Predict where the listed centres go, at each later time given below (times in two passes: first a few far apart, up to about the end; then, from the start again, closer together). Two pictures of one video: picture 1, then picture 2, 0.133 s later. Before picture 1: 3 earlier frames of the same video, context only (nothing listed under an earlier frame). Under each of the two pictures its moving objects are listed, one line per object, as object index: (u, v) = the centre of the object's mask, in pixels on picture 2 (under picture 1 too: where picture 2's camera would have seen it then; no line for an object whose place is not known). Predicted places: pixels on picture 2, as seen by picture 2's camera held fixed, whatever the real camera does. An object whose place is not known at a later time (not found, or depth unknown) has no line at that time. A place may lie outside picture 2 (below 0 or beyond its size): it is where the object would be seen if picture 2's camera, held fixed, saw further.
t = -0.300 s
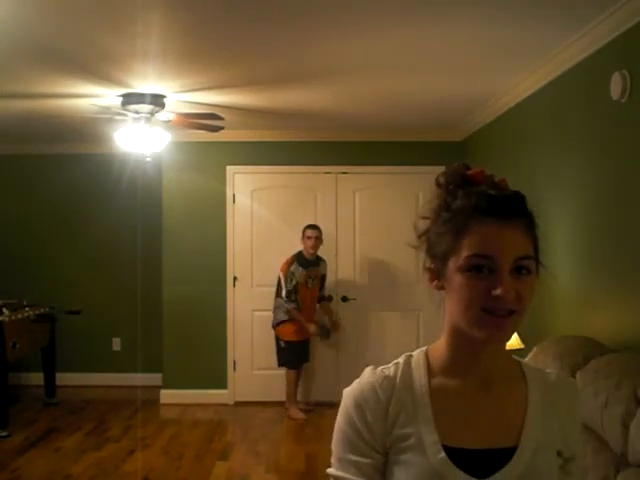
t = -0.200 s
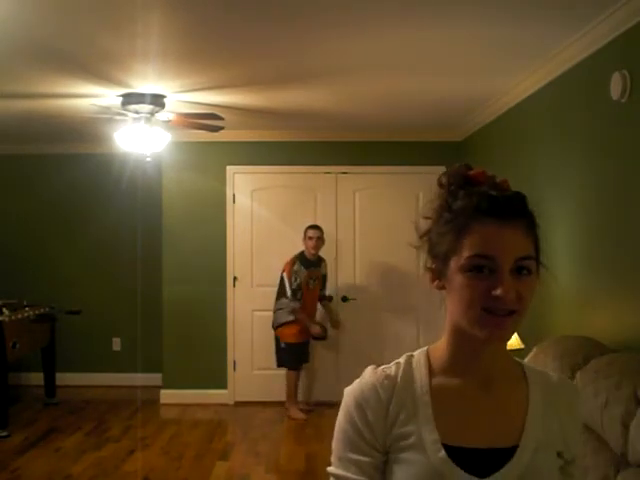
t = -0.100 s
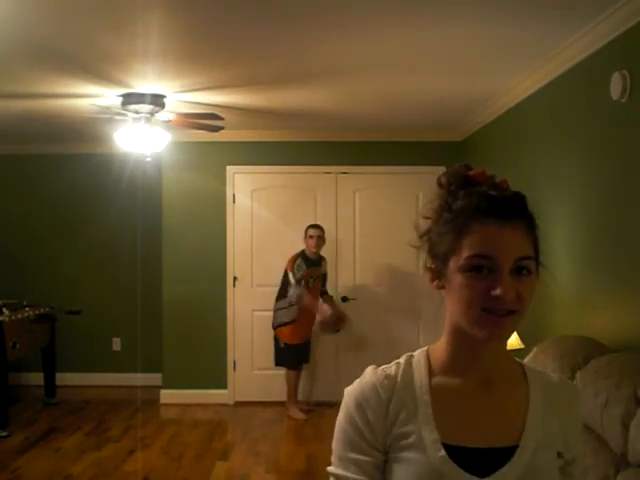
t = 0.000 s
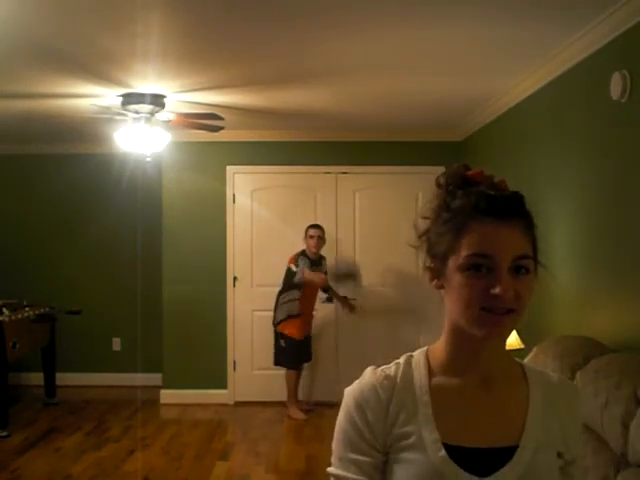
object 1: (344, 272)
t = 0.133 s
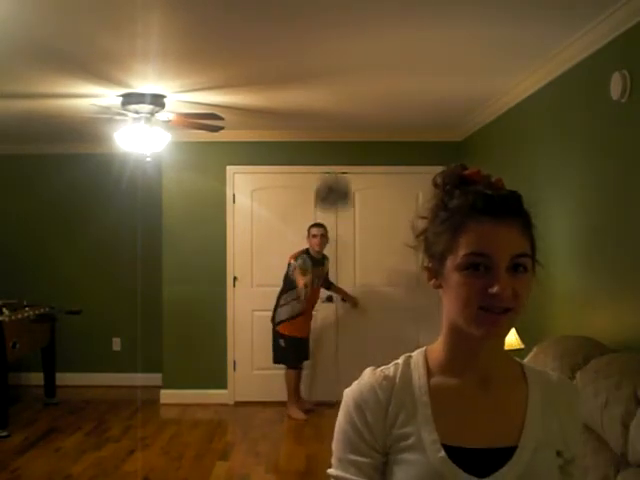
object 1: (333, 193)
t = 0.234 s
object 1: (324, 126)
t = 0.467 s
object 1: (307, 21)
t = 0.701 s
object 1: (314, 73)
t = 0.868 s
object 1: (329, 202)
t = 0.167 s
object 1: (330, 174)
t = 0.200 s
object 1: (327, 152)
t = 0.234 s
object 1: (324, 126)
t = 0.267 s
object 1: (320, 106)
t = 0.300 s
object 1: (315, 86)
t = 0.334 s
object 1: (314, 70)
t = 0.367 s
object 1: (308, 47)
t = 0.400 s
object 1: (307, 34)
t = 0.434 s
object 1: (308, 23)
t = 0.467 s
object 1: (307, 21)
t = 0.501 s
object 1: (306, 22)
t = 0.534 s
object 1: (306, 24)
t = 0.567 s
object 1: (306, 26)
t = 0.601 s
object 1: (305, 34)
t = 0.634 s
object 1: (307, 45)
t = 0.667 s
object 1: (313, 61)
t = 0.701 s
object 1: (314, 73)
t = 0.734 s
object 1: (315, 92)
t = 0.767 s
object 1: (317, 111)
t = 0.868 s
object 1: (329, 202)
